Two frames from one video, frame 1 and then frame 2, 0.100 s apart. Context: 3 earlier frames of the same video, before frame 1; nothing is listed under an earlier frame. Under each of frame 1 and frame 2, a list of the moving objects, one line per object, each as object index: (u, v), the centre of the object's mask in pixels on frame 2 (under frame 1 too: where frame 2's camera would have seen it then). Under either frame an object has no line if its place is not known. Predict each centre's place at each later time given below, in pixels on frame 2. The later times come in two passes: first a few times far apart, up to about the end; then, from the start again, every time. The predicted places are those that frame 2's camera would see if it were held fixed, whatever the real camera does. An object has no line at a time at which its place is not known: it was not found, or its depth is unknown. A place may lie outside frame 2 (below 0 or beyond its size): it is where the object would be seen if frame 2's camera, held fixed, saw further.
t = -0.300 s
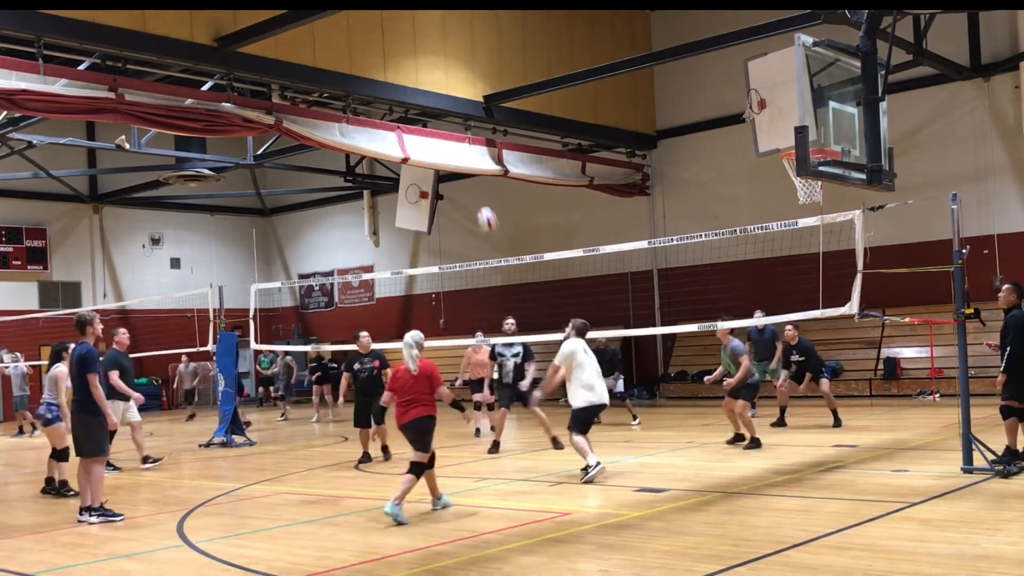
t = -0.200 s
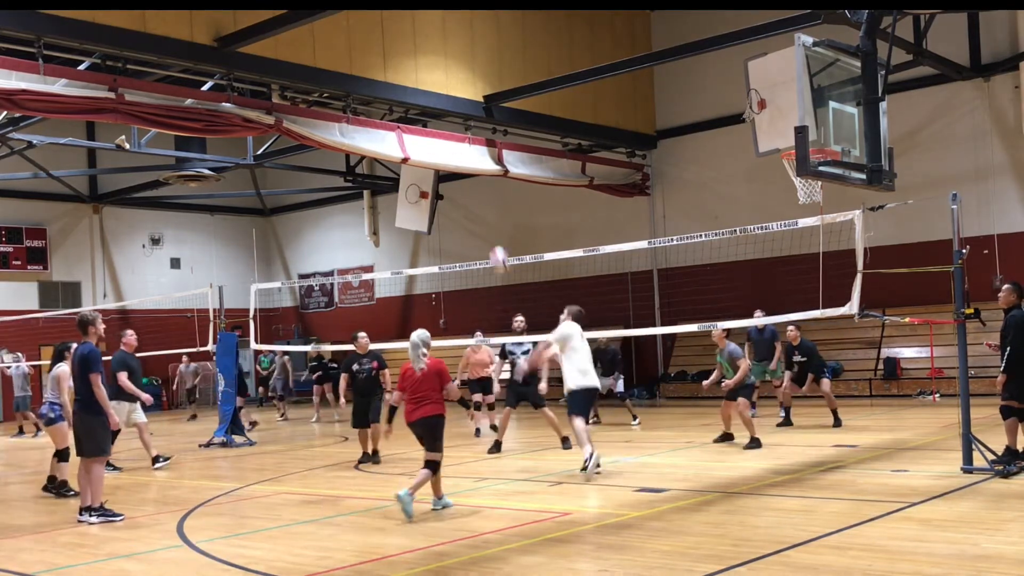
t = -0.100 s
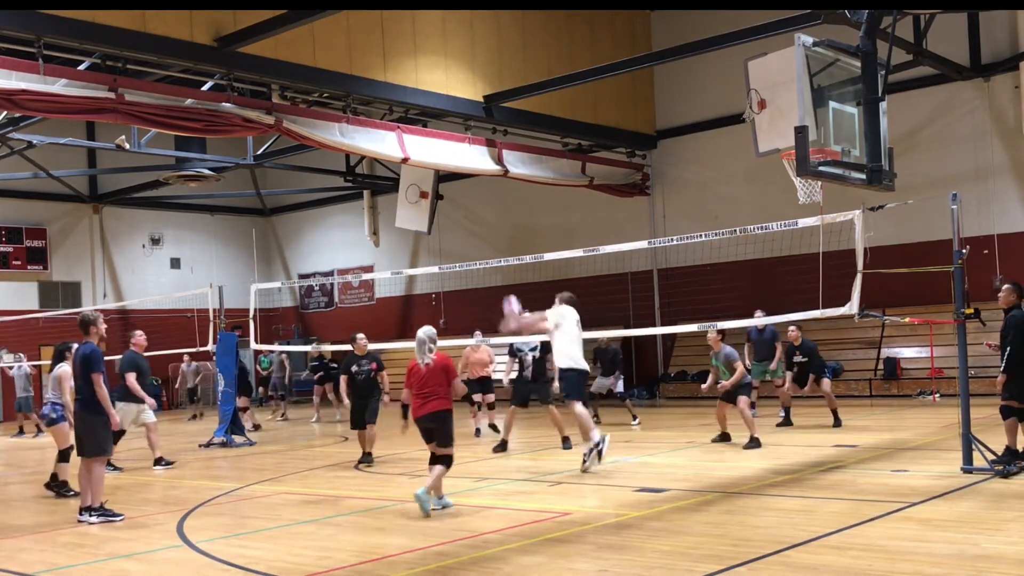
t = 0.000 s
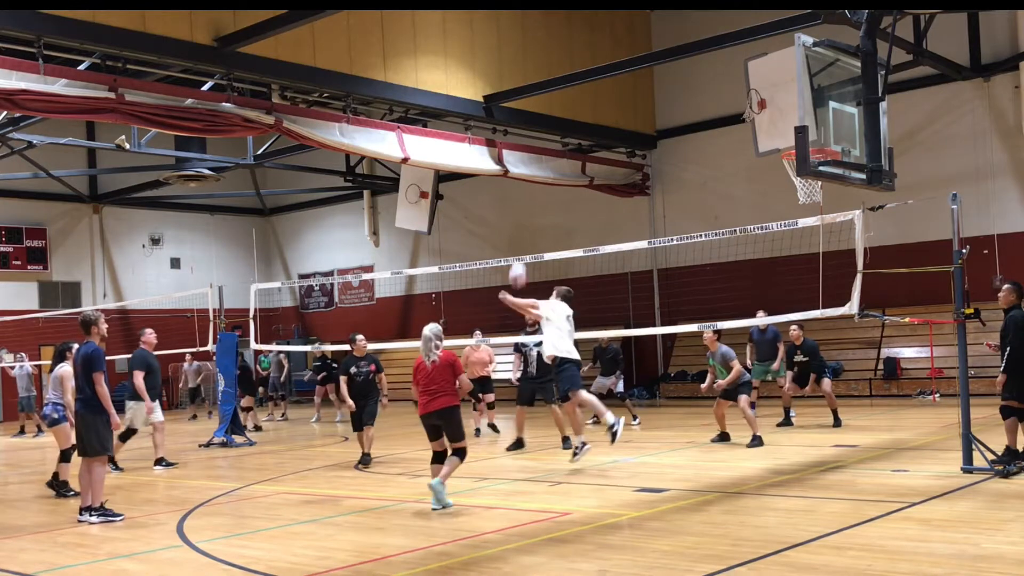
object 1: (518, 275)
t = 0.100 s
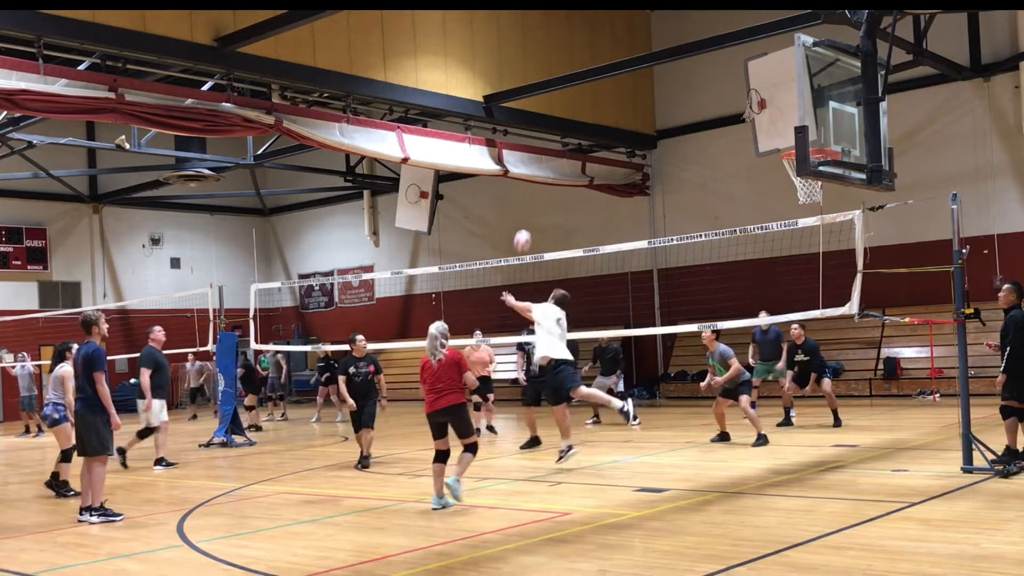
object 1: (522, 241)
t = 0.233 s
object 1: (529, 214)
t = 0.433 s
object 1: (539, 204)
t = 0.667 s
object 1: (549, 225)
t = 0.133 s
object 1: (524, 233)
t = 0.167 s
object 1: (526, 225)
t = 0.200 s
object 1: (527, 219)
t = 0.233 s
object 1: (529, 214)
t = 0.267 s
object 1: (530, 209)
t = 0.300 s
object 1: (532, 206)
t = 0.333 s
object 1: (534, 204)
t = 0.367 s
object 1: (535, 203)
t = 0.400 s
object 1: (537, 203)
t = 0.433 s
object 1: (539, 204)
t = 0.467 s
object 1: (540, 204)
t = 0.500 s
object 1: (542, 206)
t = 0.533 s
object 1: (543, 209)
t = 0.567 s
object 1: (544, 212)
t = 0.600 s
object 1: (547, 216)
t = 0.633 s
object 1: (547, 220)
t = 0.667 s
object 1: (549, 225)
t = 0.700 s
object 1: (551, 230)
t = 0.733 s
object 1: (552, 237)
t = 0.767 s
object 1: (554, 242)
